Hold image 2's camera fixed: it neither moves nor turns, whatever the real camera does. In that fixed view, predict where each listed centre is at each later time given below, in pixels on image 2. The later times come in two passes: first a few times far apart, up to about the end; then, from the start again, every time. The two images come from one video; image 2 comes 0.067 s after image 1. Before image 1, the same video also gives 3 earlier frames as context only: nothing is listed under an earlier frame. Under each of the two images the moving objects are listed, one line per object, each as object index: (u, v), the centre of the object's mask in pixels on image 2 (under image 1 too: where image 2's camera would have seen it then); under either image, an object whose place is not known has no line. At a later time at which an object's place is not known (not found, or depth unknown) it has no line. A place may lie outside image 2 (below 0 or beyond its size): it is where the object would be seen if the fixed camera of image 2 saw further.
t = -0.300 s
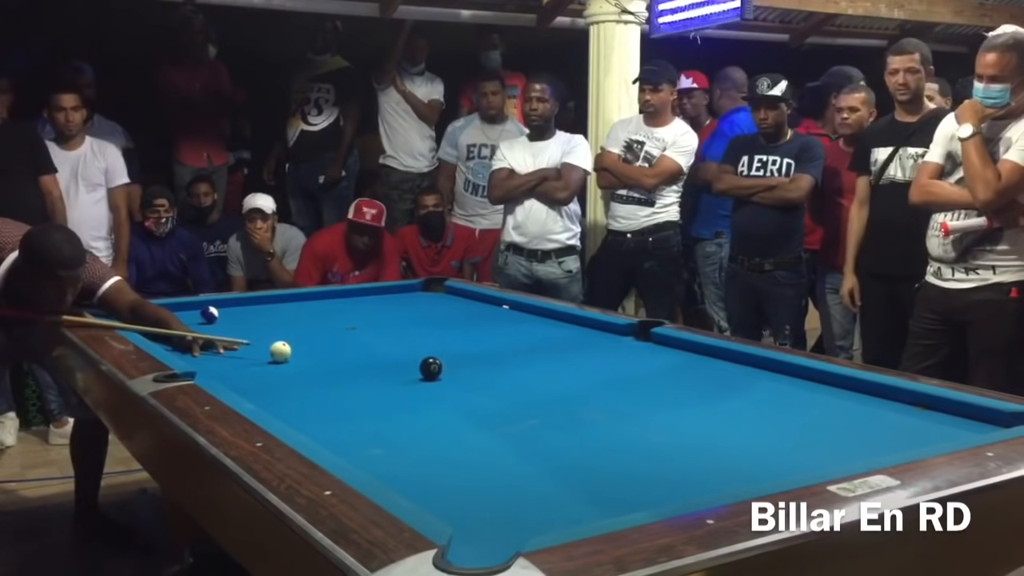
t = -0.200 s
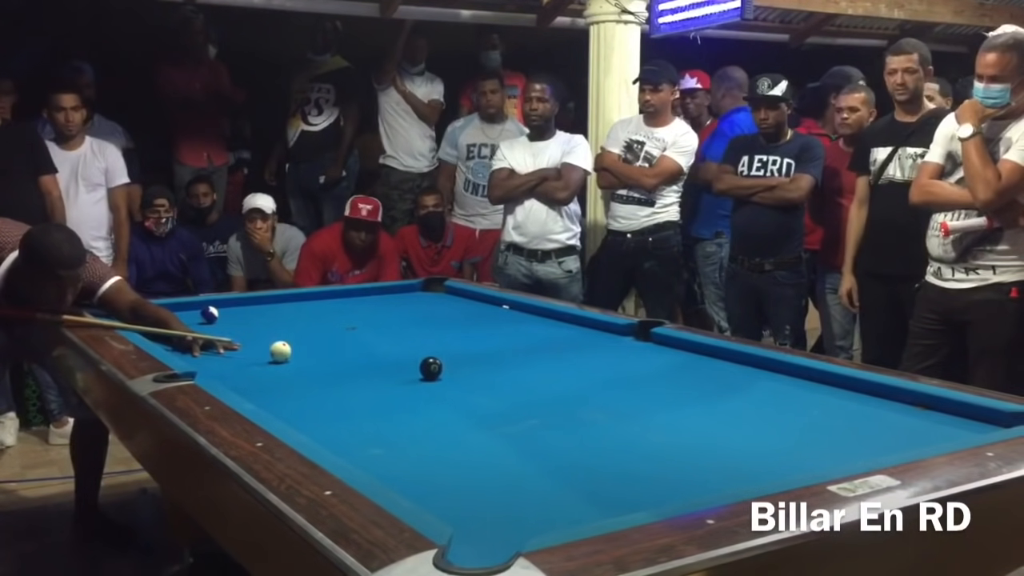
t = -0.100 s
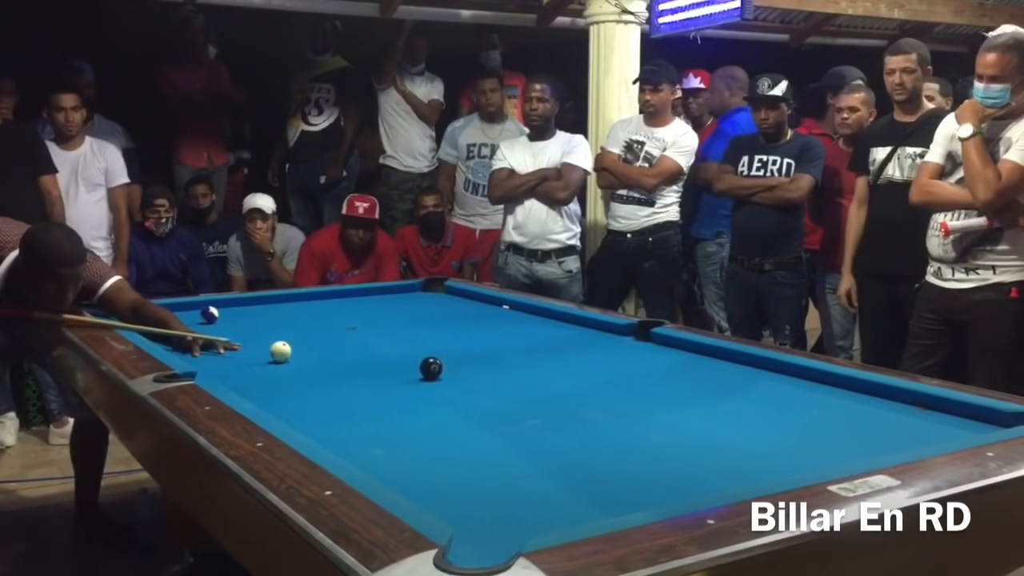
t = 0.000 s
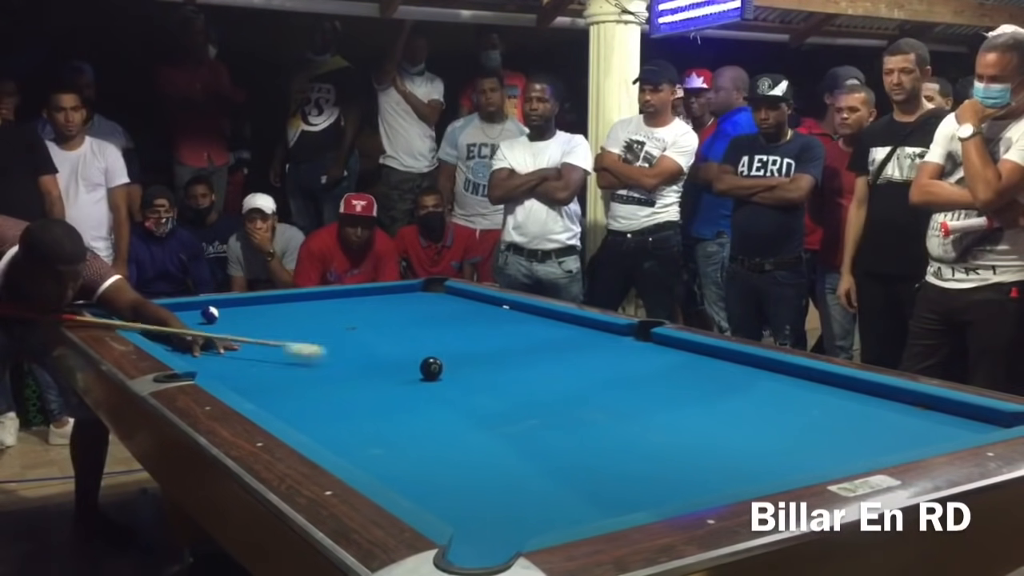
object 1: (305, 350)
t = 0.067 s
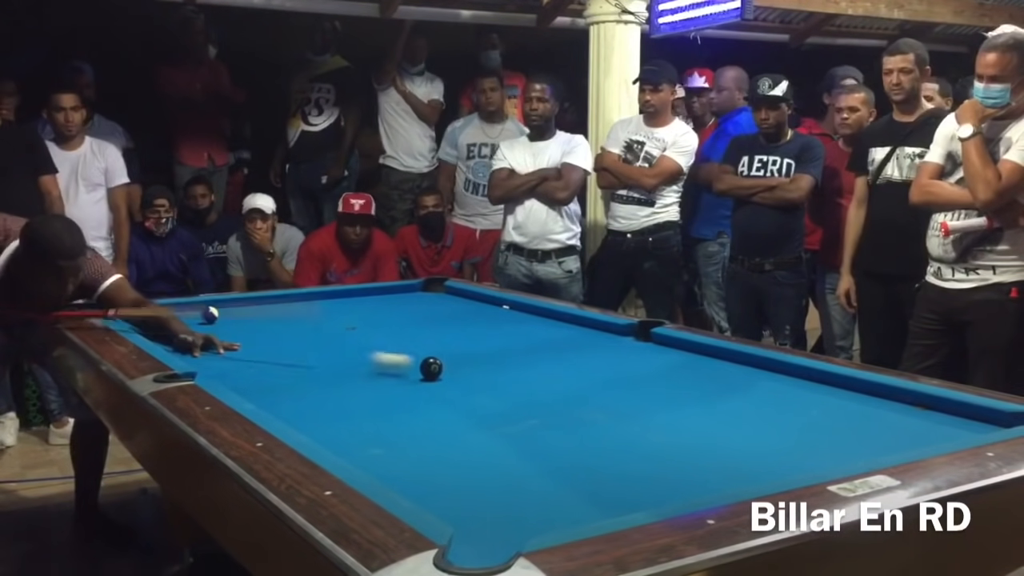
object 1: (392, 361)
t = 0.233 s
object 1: (417, 372)
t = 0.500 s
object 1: (493, 388)
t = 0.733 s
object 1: (577, 404)
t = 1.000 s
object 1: (685, 425)
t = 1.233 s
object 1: (794, 446)
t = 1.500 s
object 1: (839, 449)
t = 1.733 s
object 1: (788, 431)
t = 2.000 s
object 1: (738, 412)
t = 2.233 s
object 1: (702, 398)
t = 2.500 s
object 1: (667, 386)
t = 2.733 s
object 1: (640, 376)
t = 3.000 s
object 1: (612, 365)
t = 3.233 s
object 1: (592, 357)
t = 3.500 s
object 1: (572, 350)
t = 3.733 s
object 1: (555, 344)
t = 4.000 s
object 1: (539, 338)
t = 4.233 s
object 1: (527, 333)
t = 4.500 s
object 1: (513, 328)
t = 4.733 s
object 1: (504, 324)
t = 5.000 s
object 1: (493, 320)
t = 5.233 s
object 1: (486, 318)
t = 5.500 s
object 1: (478, 314)
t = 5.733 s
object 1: (472, 312)
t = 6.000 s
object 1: (466, 309)
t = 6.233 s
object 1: (462, 308)
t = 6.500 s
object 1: (457, 306)
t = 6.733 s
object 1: (454, 305)
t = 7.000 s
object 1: (452, 304)
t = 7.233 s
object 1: (451, 303)
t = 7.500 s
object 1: (450, 303)
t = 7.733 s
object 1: (449, 302)
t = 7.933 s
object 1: (449, 302)
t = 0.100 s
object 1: (411, 366)
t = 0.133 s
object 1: (411, 368)
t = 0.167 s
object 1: (411, 369)
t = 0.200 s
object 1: (413, 371)
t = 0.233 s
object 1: (417, 372)
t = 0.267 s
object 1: (422, 373)
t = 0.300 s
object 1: (429, 375)
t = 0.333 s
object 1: (438, 377)
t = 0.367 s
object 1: (448, 379)
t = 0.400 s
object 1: (459, 381)
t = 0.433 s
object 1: (470, 383)
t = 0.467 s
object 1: (481, 386)
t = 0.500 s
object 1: (493, 388)
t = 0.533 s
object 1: (504, 390)
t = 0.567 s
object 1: (515, 392)
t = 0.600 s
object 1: (528, 395)
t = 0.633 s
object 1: (540, 397)
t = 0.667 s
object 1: (552, 400)
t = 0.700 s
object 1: (564, 402)
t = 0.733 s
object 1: (577, 404)
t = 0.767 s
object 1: (590, 407)
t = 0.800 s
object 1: (603, 409)
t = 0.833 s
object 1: (616, 412)
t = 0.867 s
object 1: (630, 415)
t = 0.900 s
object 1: (644, 418)
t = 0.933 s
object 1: (658, 420)
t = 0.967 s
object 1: (672, 423)
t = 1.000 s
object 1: (685, 425)
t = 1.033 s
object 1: (701, 429)
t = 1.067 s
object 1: (715, 431)
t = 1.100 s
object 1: (731, 434)
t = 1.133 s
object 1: (746, 437)
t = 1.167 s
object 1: (761, 440)
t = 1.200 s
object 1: (778, 444)
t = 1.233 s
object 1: (794, 446)
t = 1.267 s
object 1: (810, 450)
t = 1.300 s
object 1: (826, 452)
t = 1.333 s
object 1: (843, 452)
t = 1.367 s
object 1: (860, 453)
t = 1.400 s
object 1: (862, 452)
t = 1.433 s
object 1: (854, 451)
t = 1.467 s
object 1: (847, 451)
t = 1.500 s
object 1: (839, 449)
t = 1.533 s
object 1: (832, 448)
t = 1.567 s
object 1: (824, 444)
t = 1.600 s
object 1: (816, 441)
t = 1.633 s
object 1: (809, 439)
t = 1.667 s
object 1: (802, 436)
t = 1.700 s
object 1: (795, 433)
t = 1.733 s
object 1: (788, 431)
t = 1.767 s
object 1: (781, 428)
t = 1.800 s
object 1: (774, 426)
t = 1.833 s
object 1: (768, 423)
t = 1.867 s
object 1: (762, 421)
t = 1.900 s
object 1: (756, 419)
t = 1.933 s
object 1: (750, 416)
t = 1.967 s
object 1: (744, 414)
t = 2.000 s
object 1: (738, 412)
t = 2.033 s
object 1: (733, 410)
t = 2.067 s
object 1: (728, 408)
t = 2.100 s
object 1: (722, 406)
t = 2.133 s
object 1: (718, 404)
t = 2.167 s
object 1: (712, 402)
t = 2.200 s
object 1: (707, 400)
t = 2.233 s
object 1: (702, 398)
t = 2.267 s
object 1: (698, 397)
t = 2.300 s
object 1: (693, 395)
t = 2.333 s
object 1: (688, 393)
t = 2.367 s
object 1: (684, 392)
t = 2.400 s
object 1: (679, 390)
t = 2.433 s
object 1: (675, 389)
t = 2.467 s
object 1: (671, 387)
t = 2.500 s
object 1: (667, 386)
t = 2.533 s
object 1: (663, 384)
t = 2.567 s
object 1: (659, 383)
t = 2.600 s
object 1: (655, 381)
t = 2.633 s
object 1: (651, 379)
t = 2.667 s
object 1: (647, 378)
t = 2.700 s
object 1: (644, 377)
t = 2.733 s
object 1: (640, 376)
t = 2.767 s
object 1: (636, 374)
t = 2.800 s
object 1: (632, 373)
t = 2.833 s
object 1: (629, 371)
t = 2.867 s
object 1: (625, 370)
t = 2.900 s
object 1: (622, 369)
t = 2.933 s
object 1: (619, 368)
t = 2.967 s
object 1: (615, 366)
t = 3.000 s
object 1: (612, 365)
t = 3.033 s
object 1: (609, 364)
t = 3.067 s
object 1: (606, 363)
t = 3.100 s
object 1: (603, 362)
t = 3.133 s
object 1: (600, 361)
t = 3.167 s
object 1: (598, 359)
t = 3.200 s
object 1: (595, 359)
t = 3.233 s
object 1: (592, 357)
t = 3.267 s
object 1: (589, 357)
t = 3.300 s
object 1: (587, 355)
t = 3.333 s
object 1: (584, 355)
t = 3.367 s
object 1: (581, 353)
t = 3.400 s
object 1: (579, 352)
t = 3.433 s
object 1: (576, 352)
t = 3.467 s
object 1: (574, 350)
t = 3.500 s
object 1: (572, 350)
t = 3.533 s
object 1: (569, 349)
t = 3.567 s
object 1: (567, 348)
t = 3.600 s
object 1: (565, 347)
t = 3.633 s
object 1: (562, 346)
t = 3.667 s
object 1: (560, 346)
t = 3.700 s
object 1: (558, 345)
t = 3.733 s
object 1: (555, 344)
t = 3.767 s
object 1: (553, 343)
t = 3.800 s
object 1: (551, 342)
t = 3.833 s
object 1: (549, 341)
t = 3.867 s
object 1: (547, 341)
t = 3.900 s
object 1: (545, 340)
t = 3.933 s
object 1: (543, 339)
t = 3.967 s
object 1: (541, 338)
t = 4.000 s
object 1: (539, 338)
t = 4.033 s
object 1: (537, 337)
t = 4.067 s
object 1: (535, 336)
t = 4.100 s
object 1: (533, 336)
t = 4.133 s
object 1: (532, 335)
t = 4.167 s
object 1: (530, 334)
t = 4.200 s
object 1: (528, 334)
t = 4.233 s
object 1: (527, 333)
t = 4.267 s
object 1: (525, 333)
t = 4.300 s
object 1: (523, 332)
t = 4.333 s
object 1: (522, 331)
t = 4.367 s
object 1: (520, 330)
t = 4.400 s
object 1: (518, 330)
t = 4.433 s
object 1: (516, 329)
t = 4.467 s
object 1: (515, 329)
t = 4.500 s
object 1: (513, 328)
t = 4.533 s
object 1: (512, 328)
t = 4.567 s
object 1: (510, 327)
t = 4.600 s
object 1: (509, 326)
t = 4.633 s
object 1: (507, 326)
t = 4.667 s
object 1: (506, 325)
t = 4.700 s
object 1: (505, 325)
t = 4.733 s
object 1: (504, 324)
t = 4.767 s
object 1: (502, 324)
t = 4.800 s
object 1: (501, 323)
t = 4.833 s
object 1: (499, 323)
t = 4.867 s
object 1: (498, 322)
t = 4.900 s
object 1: (497, 322)
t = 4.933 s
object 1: (496, 322)
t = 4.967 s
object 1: (495, 321)
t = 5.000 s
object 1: (493, 320)
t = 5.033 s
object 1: (492, 320)
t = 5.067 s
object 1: (491, 319)
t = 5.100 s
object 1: (490, 319)
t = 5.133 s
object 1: (489, 319)
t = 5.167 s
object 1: (488, 318)
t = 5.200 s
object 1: (487, 318)
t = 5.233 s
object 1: (486, 318)
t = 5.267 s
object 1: (484, 317)
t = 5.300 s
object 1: (483, 317)
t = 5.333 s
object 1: (482, 316)
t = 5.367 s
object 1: (481, 316)
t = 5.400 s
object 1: (480, 316)
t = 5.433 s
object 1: (480, 315)
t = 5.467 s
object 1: (479, 315)
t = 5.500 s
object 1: (478, 314)
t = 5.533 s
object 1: (477, 314)
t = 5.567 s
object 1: (476, 314)
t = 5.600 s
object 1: (475, 313)
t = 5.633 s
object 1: (474, 313)
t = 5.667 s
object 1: (473, 313)
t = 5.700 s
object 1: (473, 312)
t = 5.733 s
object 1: (472, 312)
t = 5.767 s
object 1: (471, 312)
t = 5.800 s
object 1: (471, 311)
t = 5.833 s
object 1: (470, 311)
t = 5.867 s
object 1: (469, 311)
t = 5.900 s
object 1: (468, 310)
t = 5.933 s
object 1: (467, 310)
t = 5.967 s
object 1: (467, 310)
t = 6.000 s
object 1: (466, 309)
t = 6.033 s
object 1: (465, 309)
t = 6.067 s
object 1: (464, 309)
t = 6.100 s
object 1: (464, 309)
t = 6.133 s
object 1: (463, 308)
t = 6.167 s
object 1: (462, 308)
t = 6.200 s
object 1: (462, 308)
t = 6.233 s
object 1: (462, 308)
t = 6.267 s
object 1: (461, 308)
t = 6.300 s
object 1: (460, 307)
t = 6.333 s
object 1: (460, 307)
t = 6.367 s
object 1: (459, 307)
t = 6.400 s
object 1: (459, 307)
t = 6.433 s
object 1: (458, 307)
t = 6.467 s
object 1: (458, 306)
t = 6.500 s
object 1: (457, 306)
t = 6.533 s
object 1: (457, 306)
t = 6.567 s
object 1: (456, 306)
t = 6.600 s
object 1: (456, 306)
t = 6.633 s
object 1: (455, 305)
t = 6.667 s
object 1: (455, 305)
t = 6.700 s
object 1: (455, 305)
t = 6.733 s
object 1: (454, 305)
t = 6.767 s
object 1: (454, 305)
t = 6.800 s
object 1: (454, 305)
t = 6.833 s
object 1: (453, 304)
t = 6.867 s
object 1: (453, 304)
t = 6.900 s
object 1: (453, 304)
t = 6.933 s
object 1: (452, 304)
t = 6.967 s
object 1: (452, 304)
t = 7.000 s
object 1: (452, 304)
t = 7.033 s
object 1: (452, 304)
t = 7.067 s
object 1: (451, 304)
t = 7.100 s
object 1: (451, 304)
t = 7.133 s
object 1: (451, 303)
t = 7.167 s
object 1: (451, 303)
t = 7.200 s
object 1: (451, 303)
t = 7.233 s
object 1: (451, 303)
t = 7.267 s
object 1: (451, 303)
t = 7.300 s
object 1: (450, 303)
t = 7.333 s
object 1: (450, 303)
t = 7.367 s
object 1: (450, 303)
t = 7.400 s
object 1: (450, 303)
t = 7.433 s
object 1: (450, 303)
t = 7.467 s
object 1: (450, 303)
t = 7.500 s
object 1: (450, 303)
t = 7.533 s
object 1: (450, 303)
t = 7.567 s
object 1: (449, 302)
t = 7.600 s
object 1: (449, 302)
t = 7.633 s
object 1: (449, 302)
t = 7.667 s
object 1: (449, 302)
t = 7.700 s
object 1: (449, 302)
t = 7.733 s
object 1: (449, 302)
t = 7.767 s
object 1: (449, 302)
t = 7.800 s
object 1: (449, 302)
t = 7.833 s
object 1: (449, 302)
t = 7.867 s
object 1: (449, 302)
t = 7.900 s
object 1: (449, 302)
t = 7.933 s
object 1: (449, 302)
